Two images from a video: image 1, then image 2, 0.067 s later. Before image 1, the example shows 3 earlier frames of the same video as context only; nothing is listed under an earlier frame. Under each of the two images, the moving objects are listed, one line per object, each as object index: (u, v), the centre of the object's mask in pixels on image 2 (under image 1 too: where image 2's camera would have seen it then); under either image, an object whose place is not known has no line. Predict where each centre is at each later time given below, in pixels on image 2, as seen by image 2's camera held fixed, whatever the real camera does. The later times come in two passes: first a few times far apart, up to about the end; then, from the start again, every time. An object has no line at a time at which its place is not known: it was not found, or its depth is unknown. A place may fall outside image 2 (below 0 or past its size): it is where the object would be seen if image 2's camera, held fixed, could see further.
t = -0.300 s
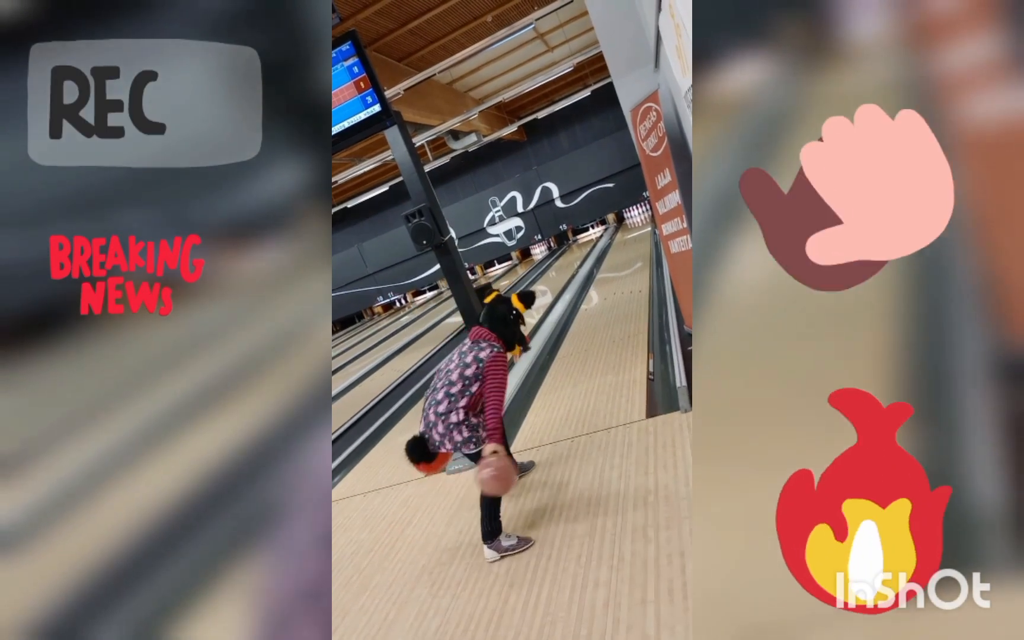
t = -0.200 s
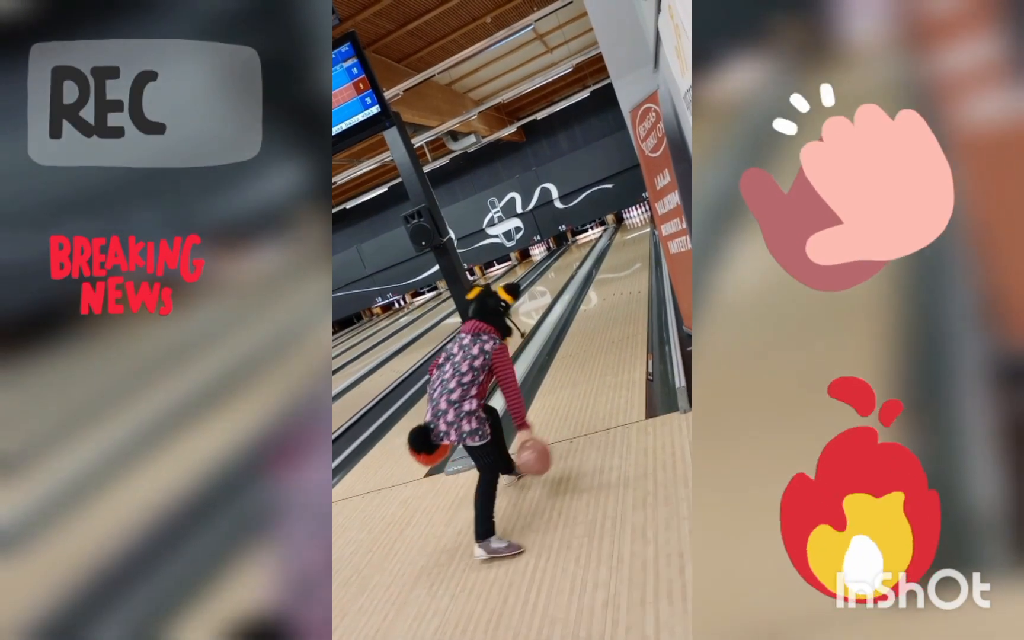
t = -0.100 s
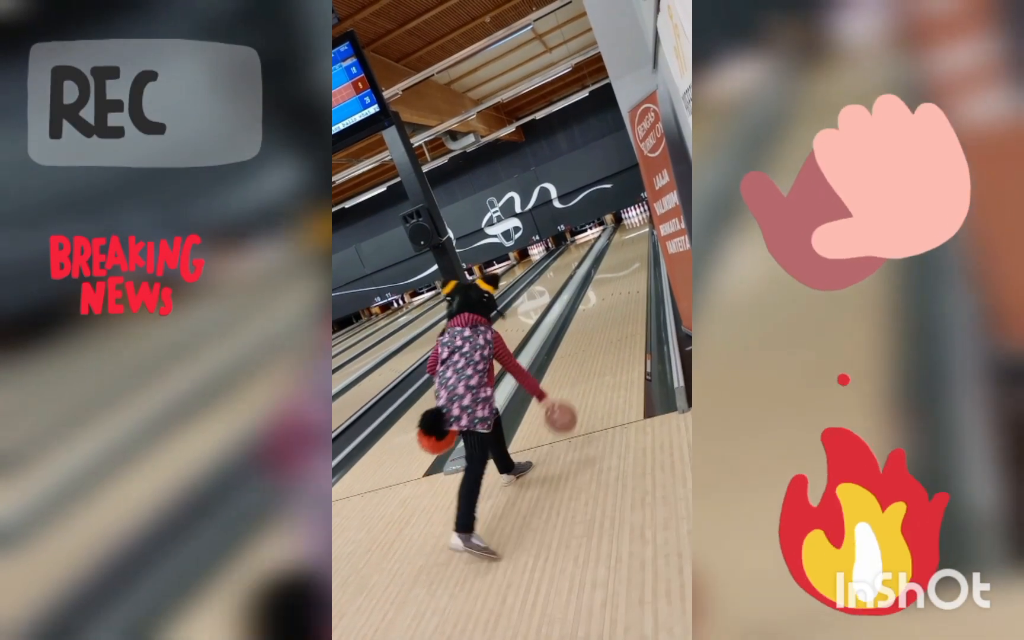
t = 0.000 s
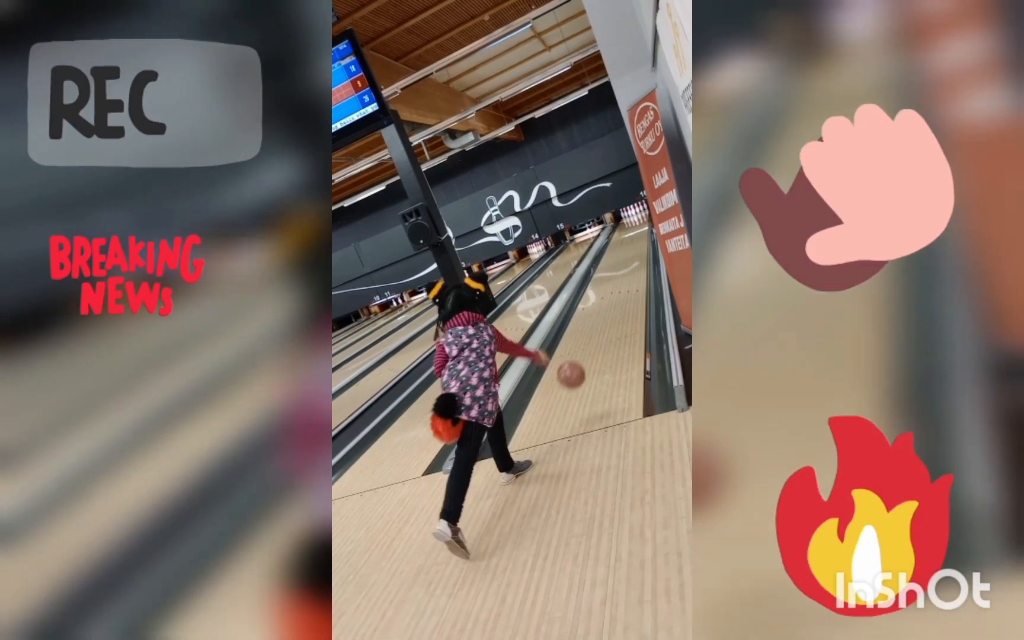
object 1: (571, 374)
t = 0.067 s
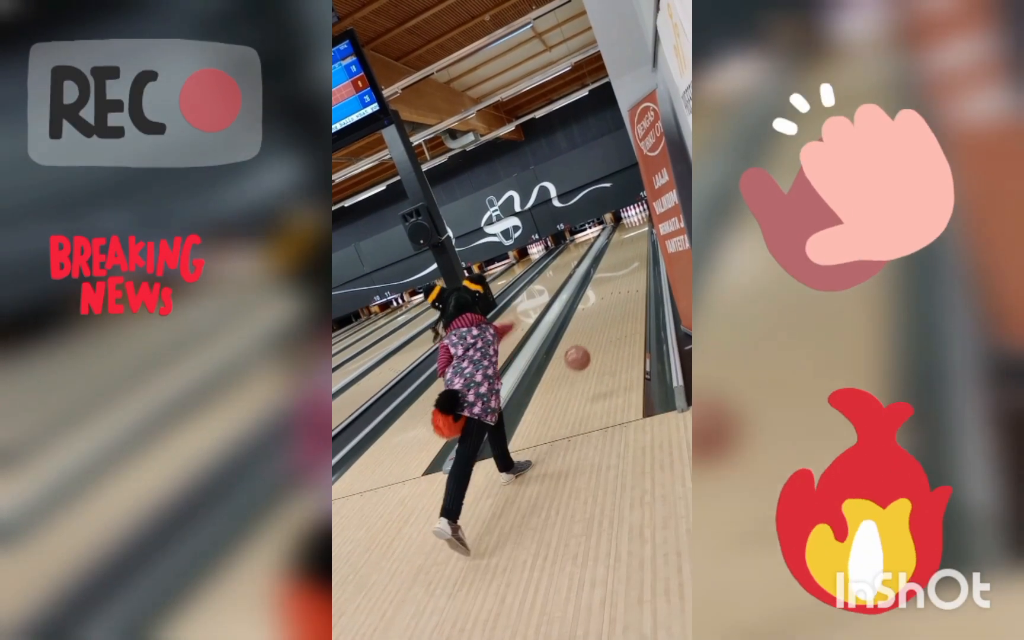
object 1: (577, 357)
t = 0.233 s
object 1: (596, 343)
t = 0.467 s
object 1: (608, 313)
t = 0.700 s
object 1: (614, 290)
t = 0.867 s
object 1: (617, 278)
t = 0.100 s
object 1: (581, 352)
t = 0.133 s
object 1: (585, 348)
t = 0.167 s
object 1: (589, 345)
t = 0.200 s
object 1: (592, 344)
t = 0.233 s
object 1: (596, 343)
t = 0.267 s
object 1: (600, 342)
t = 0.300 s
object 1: (600, 333)
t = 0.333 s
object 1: (601, 327)
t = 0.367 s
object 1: (603, 322)
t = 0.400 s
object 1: (604, 318)
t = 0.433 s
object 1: (606, 316)
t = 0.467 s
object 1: (608, 313)
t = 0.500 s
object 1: (608, 309)
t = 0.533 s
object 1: (609, 306)
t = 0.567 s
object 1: (611, 302)
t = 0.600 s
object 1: (612, 299)
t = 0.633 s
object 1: (613, 296)
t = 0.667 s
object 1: (613, 293)
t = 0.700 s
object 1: (614, 290)
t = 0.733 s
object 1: (614, 287)
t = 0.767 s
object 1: (615, 285)
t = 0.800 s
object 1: (616, 282)
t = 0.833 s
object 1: (617, 280)
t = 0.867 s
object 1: (617, 278)
